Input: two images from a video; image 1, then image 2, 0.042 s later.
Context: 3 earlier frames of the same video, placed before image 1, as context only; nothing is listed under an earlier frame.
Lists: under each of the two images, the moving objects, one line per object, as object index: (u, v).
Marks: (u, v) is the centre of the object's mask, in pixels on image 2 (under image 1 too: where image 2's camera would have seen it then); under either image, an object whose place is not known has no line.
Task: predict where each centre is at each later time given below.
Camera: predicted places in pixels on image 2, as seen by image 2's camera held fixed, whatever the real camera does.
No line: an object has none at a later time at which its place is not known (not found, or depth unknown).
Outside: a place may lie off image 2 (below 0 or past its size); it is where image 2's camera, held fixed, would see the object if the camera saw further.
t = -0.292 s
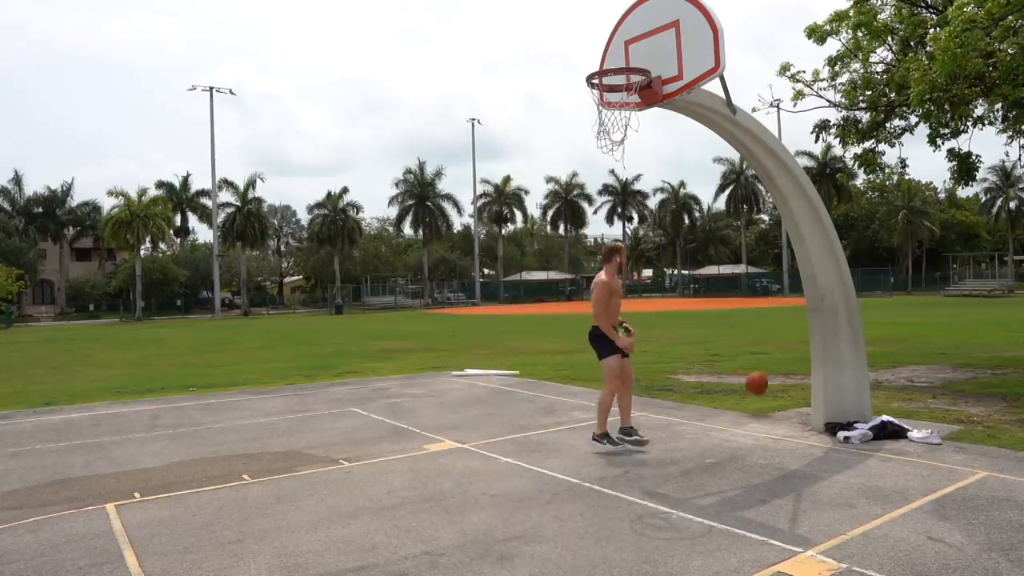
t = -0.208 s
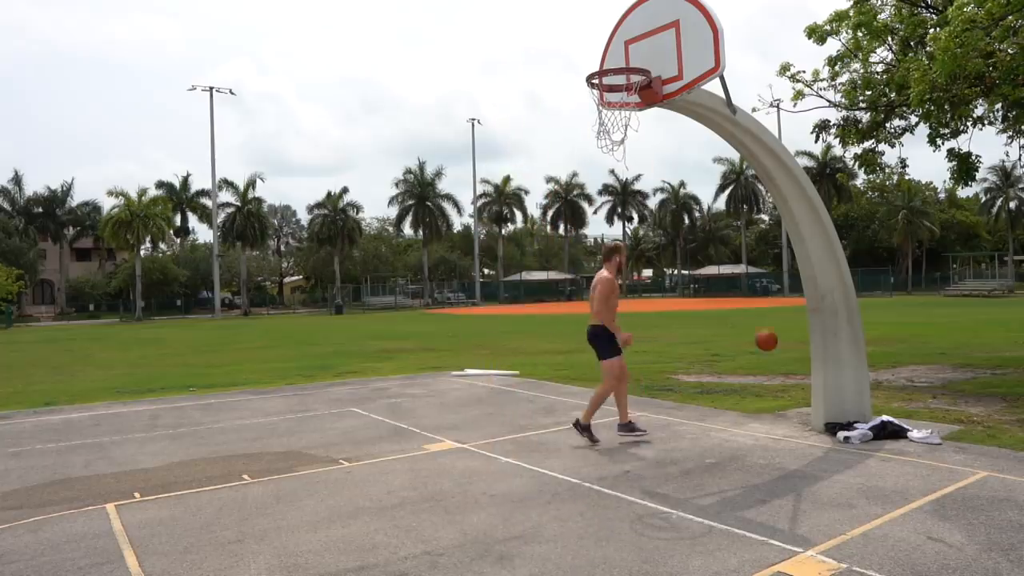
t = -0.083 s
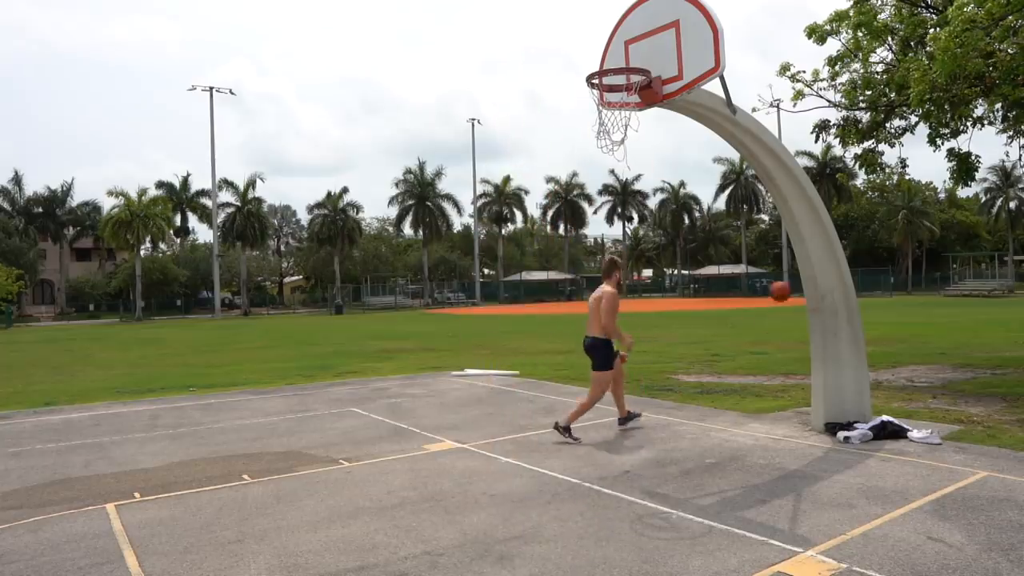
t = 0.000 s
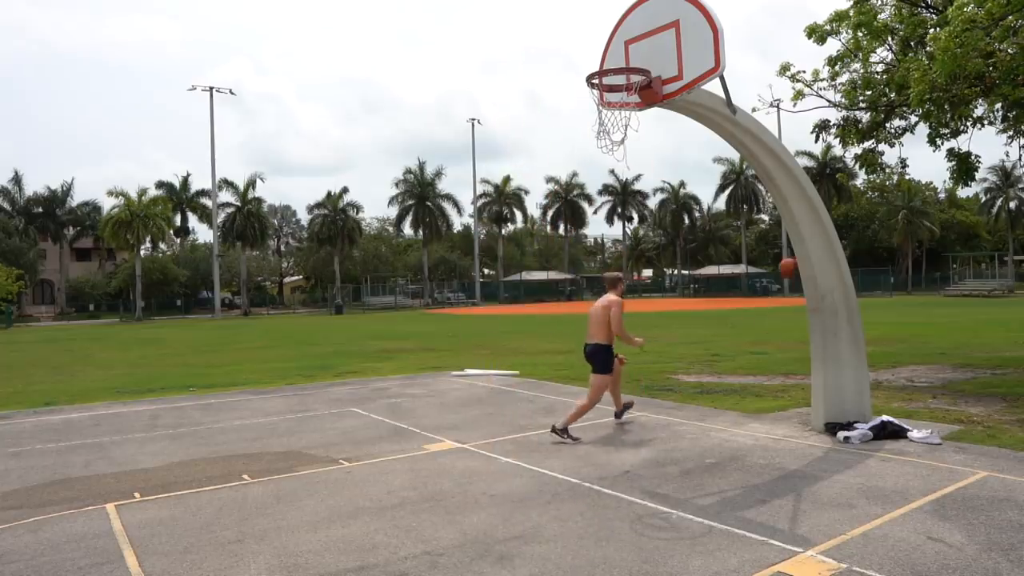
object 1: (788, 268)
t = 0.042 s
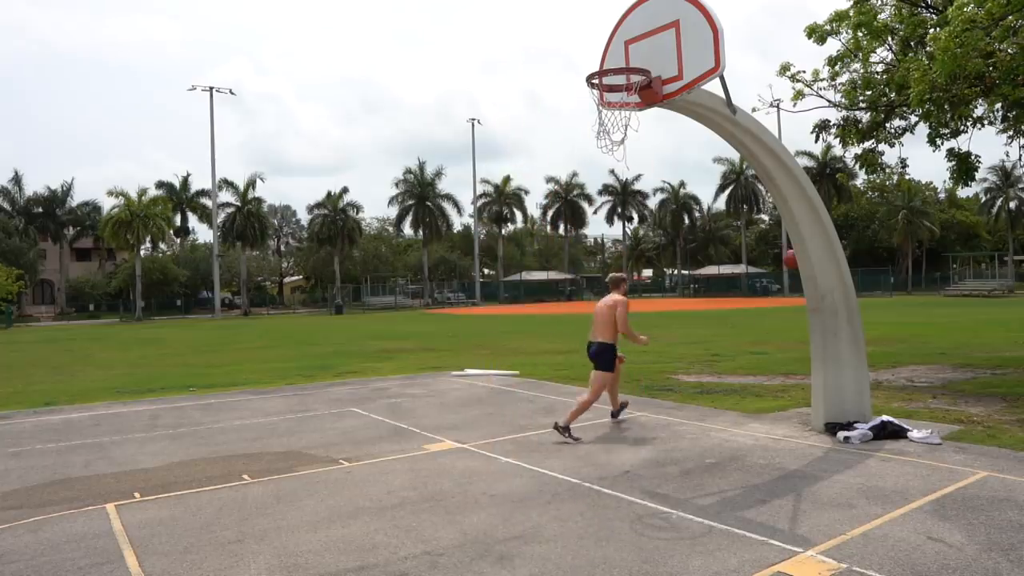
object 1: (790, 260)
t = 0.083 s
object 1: (791, 254)
